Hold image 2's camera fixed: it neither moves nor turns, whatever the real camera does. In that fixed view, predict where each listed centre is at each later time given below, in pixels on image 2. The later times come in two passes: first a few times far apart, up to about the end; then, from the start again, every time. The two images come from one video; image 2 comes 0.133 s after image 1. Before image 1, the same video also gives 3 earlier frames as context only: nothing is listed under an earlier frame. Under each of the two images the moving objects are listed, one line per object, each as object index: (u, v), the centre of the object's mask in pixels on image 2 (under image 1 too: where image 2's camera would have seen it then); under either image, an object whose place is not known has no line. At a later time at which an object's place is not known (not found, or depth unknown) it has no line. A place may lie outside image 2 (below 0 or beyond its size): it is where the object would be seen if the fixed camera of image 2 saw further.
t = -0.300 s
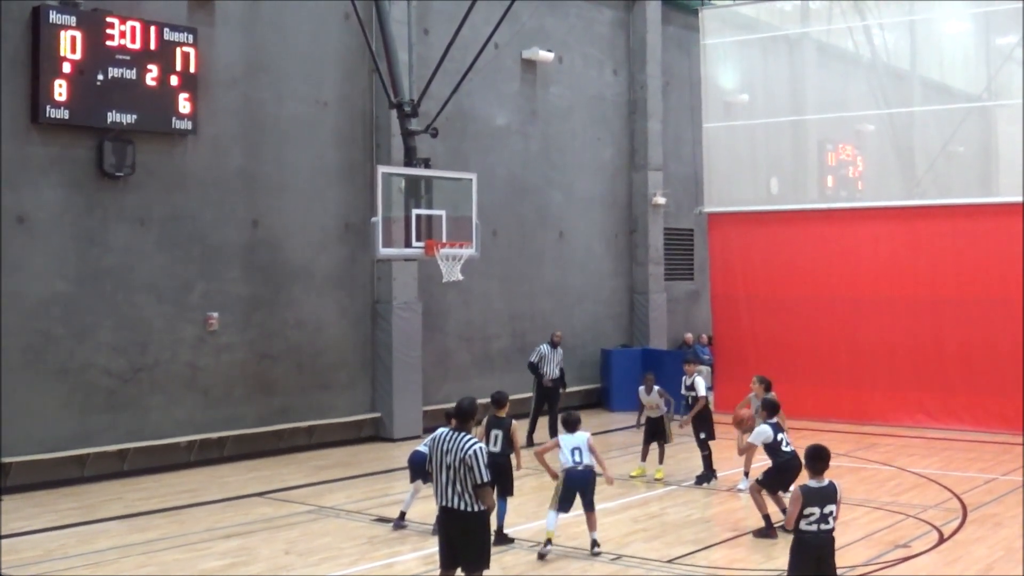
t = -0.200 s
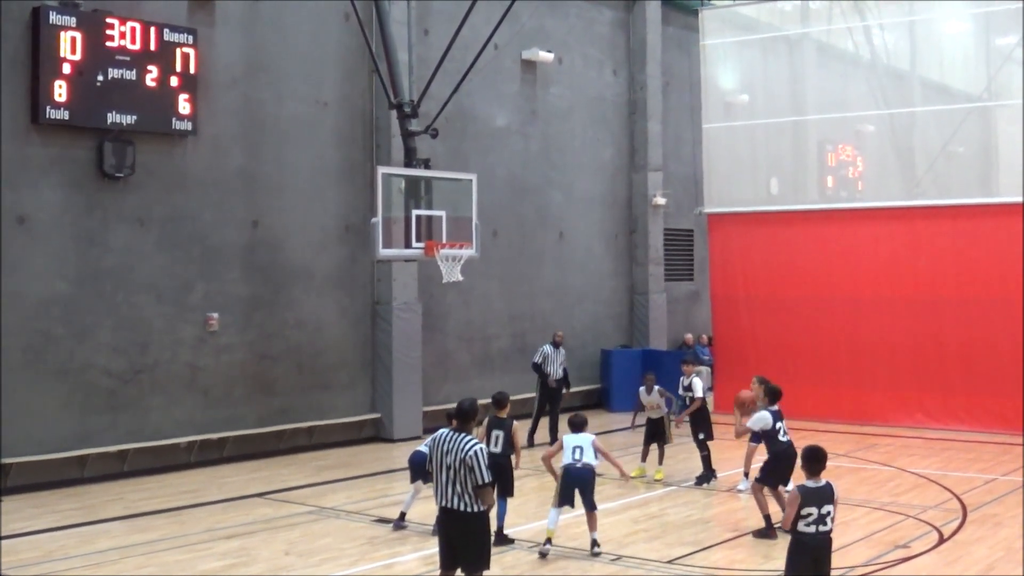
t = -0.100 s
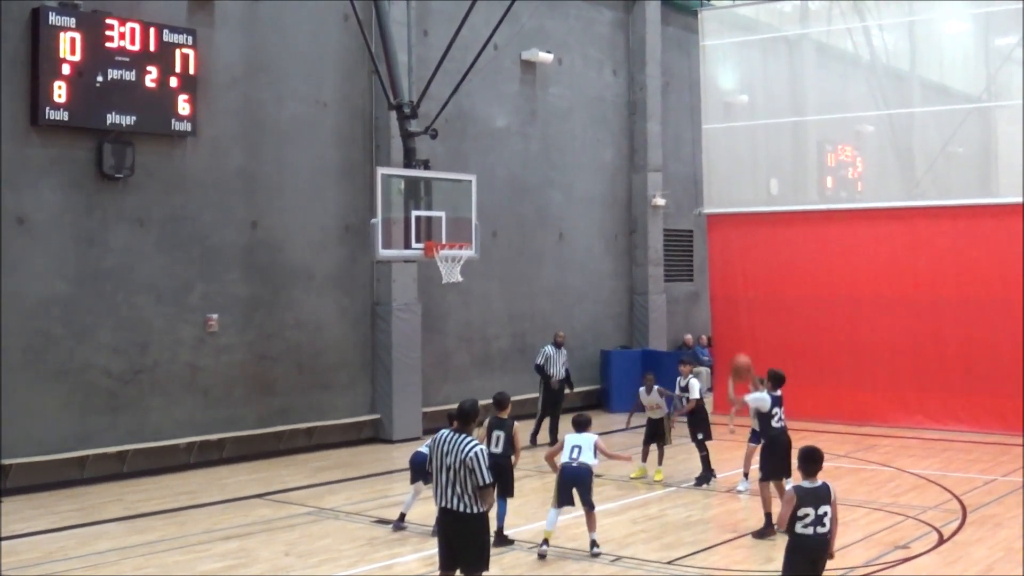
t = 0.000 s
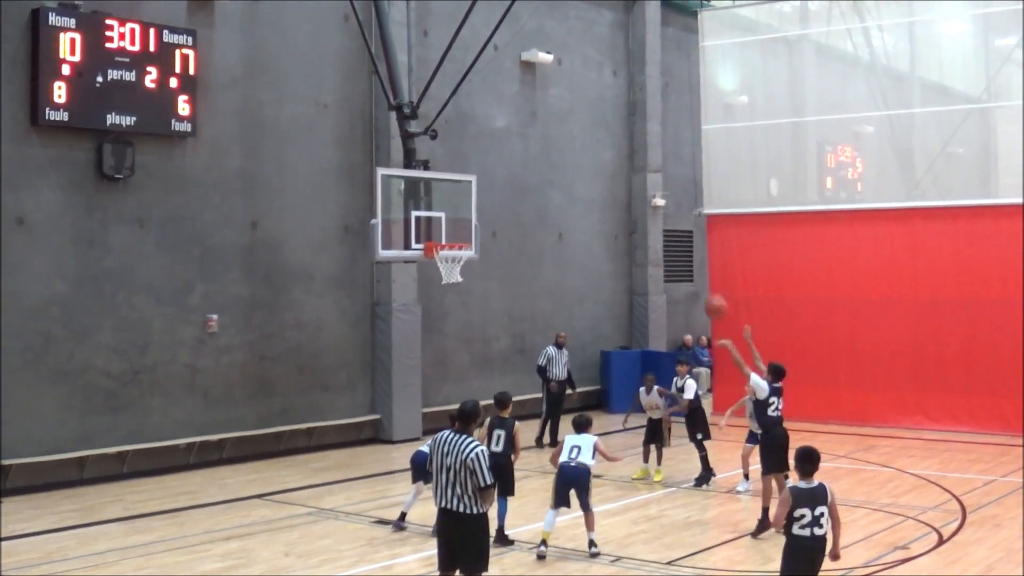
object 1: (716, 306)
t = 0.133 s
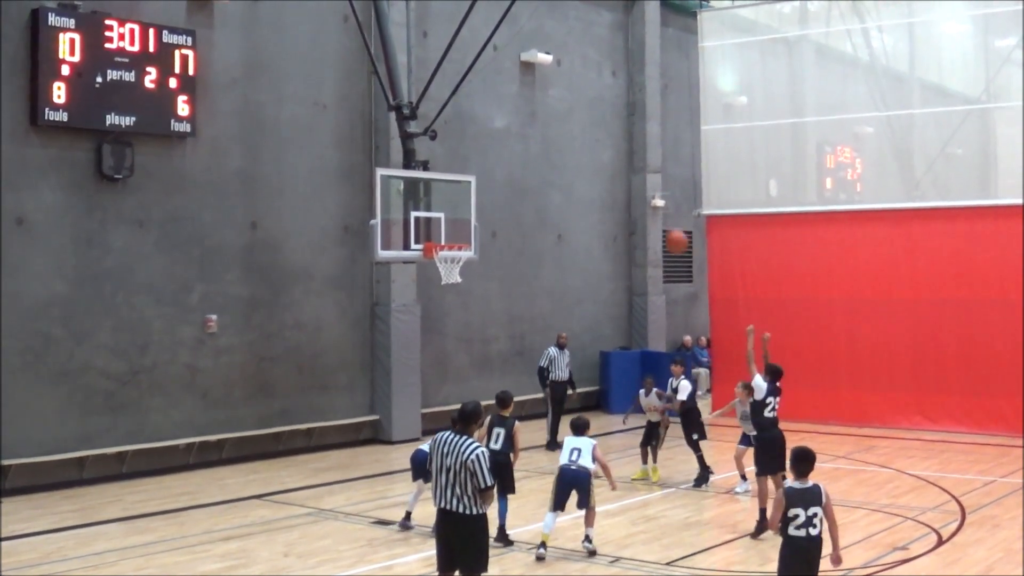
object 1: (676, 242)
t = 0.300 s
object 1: (630, 184)
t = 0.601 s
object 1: (554, 149)
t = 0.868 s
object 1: (494, 182)
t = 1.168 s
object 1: (437, 269)
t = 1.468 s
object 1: (420, 337)
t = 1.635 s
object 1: (411, 402)
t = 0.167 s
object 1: (666, 227)
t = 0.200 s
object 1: (657, 214)
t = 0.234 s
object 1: (648, 204)
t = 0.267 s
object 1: (639, 193)
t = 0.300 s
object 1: (630, 184)
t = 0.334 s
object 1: (621, 176)
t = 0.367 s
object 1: (612, 169)
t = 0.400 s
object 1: (603, 163)
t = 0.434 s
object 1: (595, 158)
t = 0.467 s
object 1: (586, 154)
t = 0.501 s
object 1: (578, 151)
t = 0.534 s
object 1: (570, 150)
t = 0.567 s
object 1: (562, 148)
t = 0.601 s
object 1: (554, 149)
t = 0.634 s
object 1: (546, 150)
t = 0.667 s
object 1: (538, 152)
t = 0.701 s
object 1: (531, 154)
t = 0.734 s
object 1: (523, 158)
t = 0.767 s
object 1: (516, 163)
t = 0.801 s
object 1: (509, 168)
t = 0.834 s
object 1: (501, 174)
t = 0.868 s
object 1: (494, 182)
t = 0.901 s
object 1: (487, 189)
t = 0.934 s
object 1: (480, 198)
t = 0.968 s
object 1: (473, 207)
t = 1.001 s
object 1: (466, 218)
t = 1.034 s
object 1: (460, 229)
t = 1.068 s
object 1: (454, 238)
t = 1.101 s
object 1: (446, 253)
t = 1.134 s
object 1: (441, 263)
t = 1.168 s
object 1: (437, 269)
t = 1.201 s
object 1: (435, 274)
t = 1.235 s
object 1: (433, 279)
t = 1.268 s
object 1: (432, 285)
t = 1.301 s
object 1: (430, 291)
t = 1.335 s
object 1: (428, 300)
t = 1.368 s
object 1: (426, 307)
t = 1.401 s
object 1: (424, 316)
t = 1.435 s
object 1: (422, 327)
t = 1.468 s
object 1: (420, 337)
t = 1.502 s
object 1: (419, 348)
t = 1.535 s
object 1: (417, 361)
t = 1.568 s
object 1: (415, 375)
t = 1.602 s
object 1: (413, 388)
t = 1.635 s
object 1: (411, 402)
